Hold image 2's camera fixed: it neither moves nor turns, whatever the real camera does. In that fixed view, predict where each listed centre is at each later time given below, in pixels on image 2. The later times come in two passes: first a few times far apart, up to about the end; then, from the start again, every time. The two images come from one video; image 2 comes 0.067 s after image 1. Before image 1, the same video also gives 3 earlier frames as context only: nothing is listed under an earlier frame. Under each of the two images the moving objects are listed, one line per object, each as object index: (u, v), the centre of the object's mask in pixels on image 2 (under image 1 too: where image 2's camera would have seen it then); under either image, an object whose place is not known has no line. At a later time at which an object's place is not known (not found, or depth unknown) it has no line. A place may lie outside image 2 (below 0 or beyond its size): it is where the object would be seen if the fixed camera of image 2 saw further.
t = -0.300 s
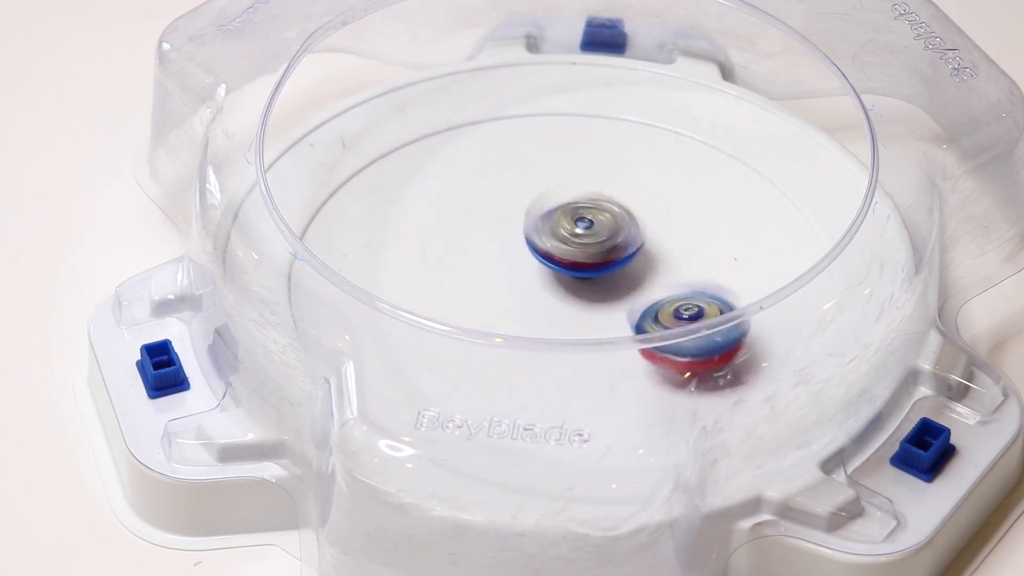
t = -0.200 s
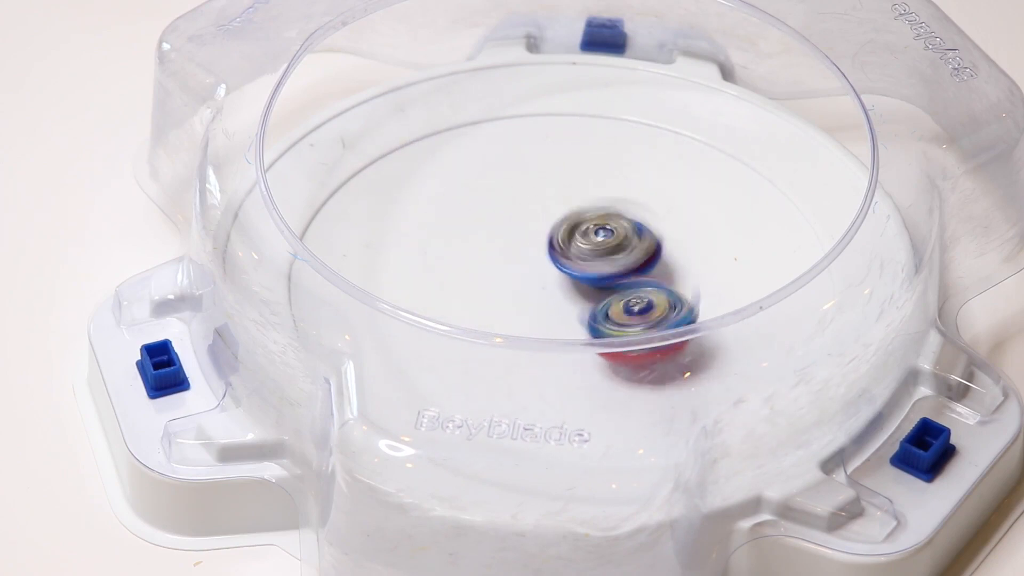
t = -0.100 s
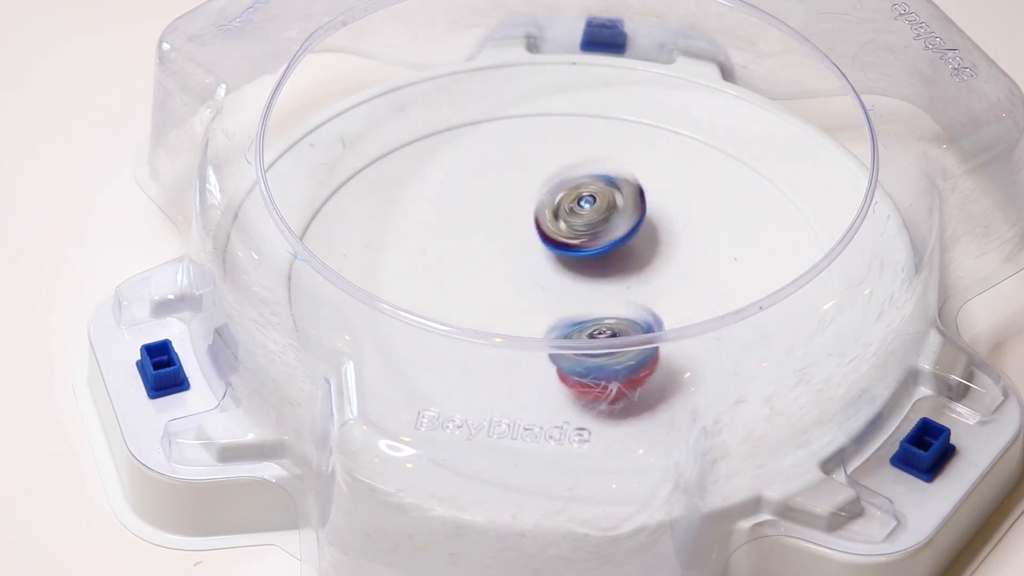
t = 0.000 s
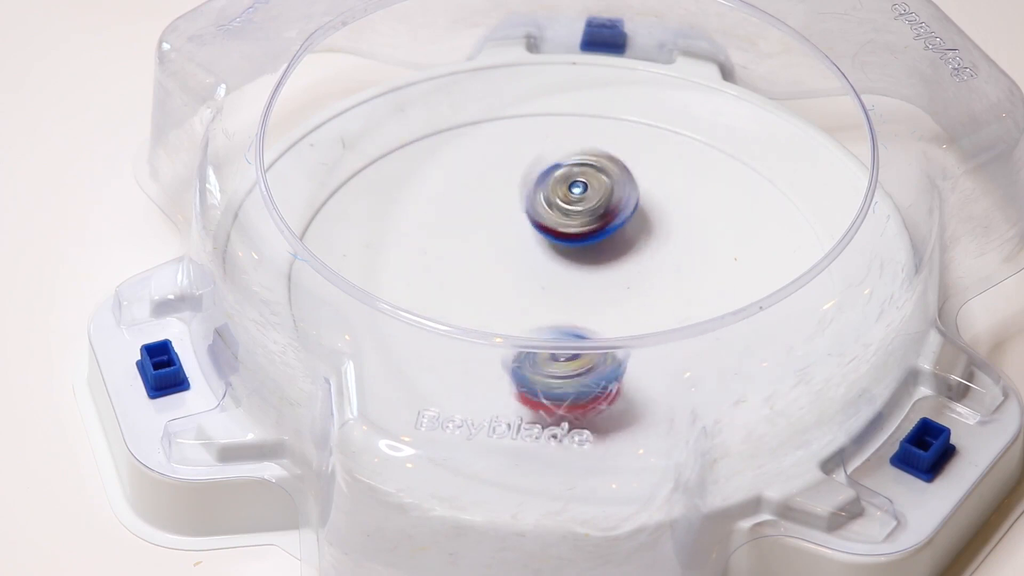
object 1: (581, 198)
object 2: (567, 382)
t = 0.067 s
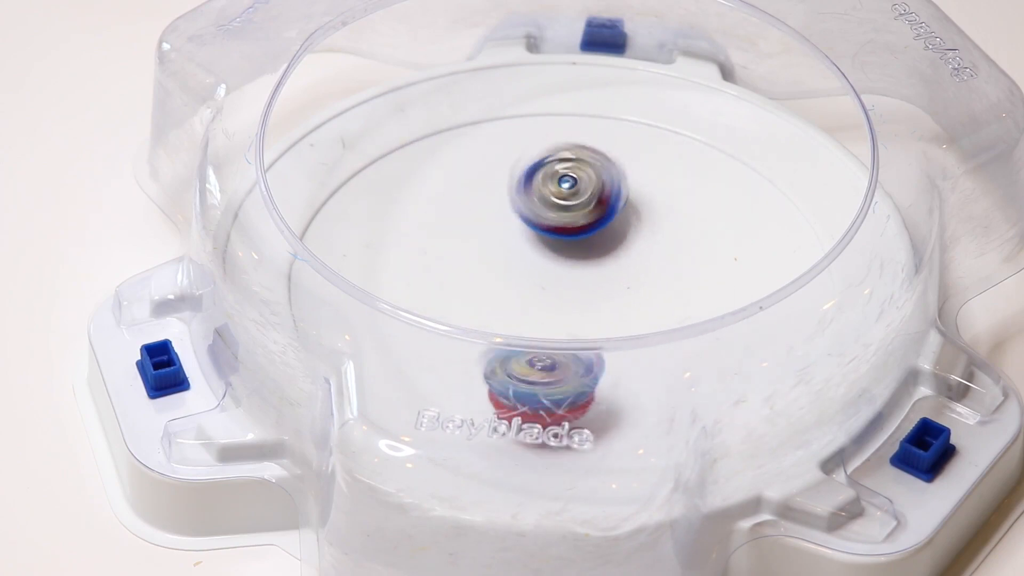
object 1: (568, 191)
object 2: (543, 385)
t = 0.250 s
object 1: (526, 204)
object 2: (504, 380)
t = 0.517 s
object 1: (530, 231)
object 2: (468, 302)
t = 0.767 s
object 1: (597, 247)
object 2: (474, 272)
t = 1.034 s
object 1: (643, 283)
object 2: (510, 215)
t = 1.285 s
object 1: (584, 302)
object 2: (545, 222)
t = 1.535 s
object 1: (520, 312)
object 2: (574, 221)
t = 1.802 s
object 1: (486, 290)
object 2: (609, 264)
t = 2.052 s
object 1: (502, 258)
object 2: (656, 275)
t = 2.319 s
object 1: (492, 232)
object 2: (688, 291)
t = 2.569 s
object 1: (488, 249)
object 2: (647, 300)
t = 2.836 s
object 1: (489, 257)
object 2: (615, 305)
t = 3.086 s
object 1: (503, 244)
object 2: (599, 305)
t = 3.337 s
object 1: (499, 237)
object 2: (574, 299)
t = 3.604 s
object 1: (486, 245)
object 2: (589, 313)
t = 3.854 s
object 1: (532, 252)
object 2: (600, 325)
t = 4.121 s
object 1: (532, 237)
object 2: (589, 336)
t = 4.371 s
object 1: (522, 241)
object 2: (608, 307)
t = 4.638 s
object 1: (544, 243)
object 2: (630, 292)
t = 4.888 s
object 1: (529, 232)
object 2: (606, 309)
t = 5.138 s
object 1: (499, 238)
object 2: (551, 303)
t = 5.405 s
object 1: (505, 236)
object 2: (548, 304)
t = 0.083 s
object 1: (563, 192)
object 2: (535, 385)
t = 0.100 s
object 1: (561, 191)
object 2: (529, 385)
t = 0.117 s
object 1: (557, 193)
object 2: (524, 386)
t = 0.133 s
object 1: (553, 191)
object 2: (521, 387)
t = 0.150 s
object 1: (549, 194)
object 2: (519, 386)
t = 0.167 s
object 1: (544, 194)
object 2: (519, 386)
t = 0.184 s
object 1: (542, 197)
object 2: (517, 384)
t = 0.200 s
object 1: (536, 198)
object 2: (513, 383)
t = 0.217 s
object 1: (532, 199)
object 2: (511, 382)
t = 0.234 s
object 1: (529, 203)
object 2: (506, 380)
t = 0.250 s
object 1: (526, 204)
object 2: (504, 380)
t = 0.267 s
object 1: (523, 209)
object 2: (504, 379)
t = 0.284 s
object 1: (521, 212)
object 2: (503, 378)
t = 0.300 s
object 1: (518, 216)
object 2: (501, 376)
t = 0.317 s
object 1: (517, 218)
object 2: (499, 361)
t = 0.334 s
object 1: (515, 223)
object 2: (497, 354)
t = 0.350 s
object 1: (514, 226)
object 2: (494, 348)
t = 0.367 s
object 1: (514, 232)
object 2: (489, 347)
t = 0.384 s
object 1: (512, 234)
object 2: (489, 332)
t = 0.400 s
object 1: (513, 239)
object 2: (488, 323)
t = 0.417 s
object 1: (512, 241)
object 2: (487, 321)
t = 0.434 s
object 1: (516, 239)
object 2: (485, 315)
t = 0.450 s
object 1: (518, 236)
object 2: (481, 314)
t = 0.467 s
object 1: (524, 235)
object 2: (475, 311)
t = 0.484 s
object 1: (525, 232)
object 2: (470, 313)
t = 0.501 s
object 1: (530, 231)
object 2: (467, 313)
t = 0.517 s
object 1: (530, 231)
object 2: (468, 302)
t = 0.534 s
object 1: (536, 231)
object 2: (467, 301)
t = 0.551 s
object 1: (538, 231)
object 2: (465, 298)
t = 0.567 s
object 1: (544, 233)
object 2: (462, 298)
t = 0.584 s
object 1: (547, 234)
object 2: (462, 295)
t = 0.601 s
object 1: (554, 236)
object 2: (460, 297)
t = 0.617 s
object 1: (557, 237)
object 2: (461, 295)
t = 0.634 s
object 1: (564, 238)
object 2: (463, 293)
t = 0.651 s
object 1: (566, 239)
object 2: (464, 292)
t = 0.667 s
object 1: (571, 239)
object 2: (464, 289)
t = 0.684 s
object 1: (576, 243)
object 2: (464, 287)
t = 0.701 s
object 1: (582, 244)
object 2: (466, 286)
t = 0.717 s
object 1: (584, 245)
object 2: (468, 283)
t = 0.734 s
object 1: (589, 244)
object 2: (470, 281)
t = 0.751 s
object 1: (593, 249)
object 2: (472, 276)
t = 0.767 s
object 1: (597, 247)
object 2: (474, 272)
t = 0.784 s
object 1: (602, 251)
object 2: (475, 269)
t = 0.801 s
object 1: (606, 250)
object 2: (478, 265)
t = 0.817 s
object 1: (610, 255)
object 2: (482, 262)
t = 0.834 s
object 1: (614, 252)
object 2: (486, 259)
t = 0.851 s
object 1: (618, 257)
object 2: (488, 254)
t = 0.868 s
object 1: (621, 257)
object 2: (491, 250)
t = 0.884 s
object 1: (626, 261)
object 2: (493, 246)
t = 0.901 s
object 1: (628, 260)
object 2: (496, 241)
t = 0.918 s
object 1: (631, 265)
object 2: (499, 237)
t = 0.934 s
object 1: (633, 265)
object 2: (501, 233)
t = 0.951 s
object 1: (636, 270)
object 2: (503, 229)
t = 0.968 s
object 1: (637, 268)
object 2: (503, 225)
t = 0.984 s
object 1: (639, 273)
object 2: (504, 222)
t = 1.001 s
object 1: (640, 275)
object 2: (507, 219)
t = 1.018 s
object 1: (641, 279)
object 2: (509, 216)
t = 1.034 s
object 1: (643, 283)
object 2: (510, 215)
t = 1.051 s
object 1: (639, 285)
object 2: (510, 214)
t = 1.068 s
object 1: (640, 289)
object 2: (511, 212)
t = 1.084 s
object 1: (636, 289)
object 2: (513, 211)
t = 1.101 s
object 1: (635, 293)
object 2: (515, 211)
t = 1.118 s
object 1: (629, 294)
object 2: (517, 209)
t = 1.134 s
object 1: (628, 298)
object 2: (520, 211)
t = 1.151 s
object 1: (622, 296)
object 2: (520, 210)
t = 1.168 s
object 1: (619, 299)
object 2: (524, 213)
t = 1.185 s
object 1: (613, 299)
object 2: (526, 212)
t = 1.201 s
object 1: (610, 302)
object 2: (528, 213)
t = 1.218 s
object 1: (603, 300)
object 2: (531, 215)
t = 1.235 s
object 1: (597, 300)
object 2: (534, 216)
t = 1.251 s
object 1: (593, 302)
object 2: (538, 218)
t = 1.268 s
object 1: (588, 300)
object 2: (542, 220)
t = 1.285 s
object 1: (584, 302)
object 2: (545, 222)
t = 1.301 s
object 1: (578, 300)
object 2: (547, 221)
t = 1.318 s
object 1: (575, 304)
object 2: (552, 222)
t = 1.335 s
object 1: (571, 303)
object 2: (554, 220)
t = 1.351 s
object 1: (568, 306)
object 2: (558, 221)
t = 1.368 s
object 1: (564, 303)
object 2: (560, 216)
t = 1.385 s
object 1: (560, 309)
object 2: (561, 217)
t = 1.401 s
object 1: (557, 305)
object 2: (564, 217)
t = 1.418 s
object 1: (552, 310)
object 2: (566, 217)
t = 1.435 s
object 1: (547, 311)
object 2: (567, 215)
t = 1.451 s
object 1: (544, 312)
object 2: (569, 216)
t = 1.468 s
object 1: (537, 312)
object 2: (570, 216)
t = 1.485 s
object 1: (536, 312)
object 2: (572, 218)
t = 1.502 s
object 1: (528, 312)
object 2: (573, 218)
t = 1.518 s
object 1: (528, 311)
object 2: (573, 217)
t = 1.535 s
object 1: (520, 312)
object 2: (574, 221)
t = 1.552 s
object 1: (520, 312)
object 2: (576, 223)
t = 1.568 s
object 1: (512, 311)
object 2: (578, 224)
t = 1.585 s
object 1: (514, 311)
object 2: (579, 226)
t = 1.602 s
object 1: (505, 309)
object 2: (579, 229)
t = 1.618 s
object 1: (506, 309)
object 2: (581, 232)
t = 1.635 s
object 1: (499, 307)
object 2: (583, 234)
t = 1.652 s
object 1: (500, 307)
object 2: (582, 235)
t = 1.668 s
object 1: (496, 304)
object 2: (583, 239)
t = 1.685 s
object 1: (496, 304)
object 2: (585, 244)
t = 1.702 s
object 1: (494, 300)
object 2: (588, 246)
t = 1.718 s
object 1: (494, 300)
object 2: (589, 249)
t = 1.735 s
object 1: (492, 296)
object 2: (590, 254)
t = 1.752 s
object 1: (492, 296)
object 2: (592, 259)
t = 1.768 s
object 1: (489, 292)
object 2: (600, 260)
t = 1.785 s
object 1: (485, 292)
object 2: (605, 261)
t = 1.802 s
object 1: (486, 290)
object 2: (609, 264)
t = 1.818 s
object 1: (481, 290)
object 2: (616, 266)
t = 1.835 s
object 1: (482, 286)
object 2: (622, 266)
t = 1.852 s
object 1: (478, 285)
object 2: (626, 266)
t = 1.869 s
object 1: (480, 282)
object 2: (631, 268)
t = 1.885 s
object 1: (477, 279)
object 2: (637, 270)
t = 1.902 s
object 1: (480, 278)
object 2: (641, 269)
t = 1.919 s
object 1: (479, 273)
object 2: (644, 270)
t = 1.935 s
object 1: (482, 272)
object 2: (648, 272)
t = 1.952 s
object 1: (483, 269)
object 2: (651, 271)
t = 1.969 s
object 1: (485, 268)
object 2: (651, 271)
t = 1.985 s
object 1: (488, 265)
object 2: (654, 273)
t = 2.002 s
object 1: (492, 264)
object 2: (656, 272)
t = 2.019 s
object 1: (496, 260)
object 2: (656, 274)
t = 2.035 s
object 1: (498, 261)
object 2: (656, 275)
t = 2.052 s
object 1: (502, 258)
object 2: (656, 275)
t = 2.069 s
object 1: (506, 258)
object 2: (655, 275)
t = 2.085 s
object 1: (510, 255)
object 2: (653, 276)
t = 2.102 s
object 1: (514, 256)
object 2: (652, 277)
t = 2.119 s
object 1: (518, 253)
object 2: (651, 277)
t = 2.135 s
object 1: (523, 253)
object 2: (646, 278)
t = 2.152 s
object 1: (527, 252)
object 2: (642, 278)
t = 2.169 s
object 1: (520, 248)
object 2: (652, 282)
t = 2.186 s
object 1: (513, 246)
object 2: (656, 282)
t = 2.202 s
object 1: (509, 241)
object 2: (660, 285)
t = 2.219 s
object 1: (502, 239)
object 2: (666, 286)
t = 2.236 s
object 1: (500, 237)
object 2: (669, 287)
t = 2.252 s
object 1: (496, 235)
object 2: (673, 288)
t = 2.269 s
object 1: (494, 234)
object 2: (678, 288)
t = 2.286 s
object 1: (493, 234)
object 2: (681, 289)
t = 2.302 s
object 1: (492, 234)
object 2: (685, 291)
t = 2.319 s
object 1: (492, 232)
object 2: (688, 291)
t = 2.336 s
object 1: (491, 232)
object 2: (689, 292)
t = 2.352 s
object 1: (491, 232)
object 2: (691, 292)
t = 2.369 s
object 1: (489, 231)
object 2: (692, 292)
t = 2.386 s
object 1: (487, 231)
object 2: (691, 294)
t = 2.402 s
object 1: (486, 231)
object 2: (691, 293)
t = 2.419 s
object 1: (482, 232)
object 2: (690, 293)
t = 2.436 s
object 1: (482, 233)
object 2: (687, 295)
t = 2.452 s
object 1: (482, 235)
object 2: (687, 294)
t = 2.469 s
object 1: (483, 237)
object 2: (681, 295)
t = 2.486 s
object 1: (483, 236)
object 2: (676, 297)
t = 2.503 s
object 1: (482, 240)
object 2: (673, 297)
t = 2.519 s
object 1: (484, 241)
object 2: (666, 296)
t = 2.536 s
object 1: (485, 245)
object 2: (661, 298)
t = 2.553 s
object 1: (488, 249)
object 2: (655, 299)
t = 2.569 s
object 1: (488, 249)
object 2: (647, 300)
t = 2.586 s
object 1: (490, 253)
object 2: (642, 299)
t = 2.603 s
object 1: (492, 254)
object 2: (633, 300)
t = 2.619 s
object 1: (494, 257)
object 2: (624, 301)
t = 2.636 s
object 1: (497, 259)
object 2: (618, 302)
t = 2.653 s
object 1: (500, 262)
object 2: (611, 302)
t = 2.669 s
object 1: (502, 264)
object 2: (605, 302)
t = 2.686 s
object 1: (498, 262)
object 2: (609, 299)
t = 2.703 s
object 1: (490, 261)
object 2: (609, 301)
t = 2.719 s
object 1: (488, 260)
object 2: (611, 303)
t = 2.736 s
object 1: (487, 258)
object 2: (612, 303)
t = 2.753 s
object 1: (483, 258)
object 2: (614, 303)
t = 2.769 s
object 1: (483, 258)
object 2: (614, 303)
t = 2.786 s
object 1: (485, 257)
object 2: (614, 305)
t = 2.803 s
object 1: (485, 259)
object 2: (616, 305)
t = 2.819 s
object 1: (489, 259)
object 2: (614, 305)
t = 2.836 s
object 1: (489, 257)
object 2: (615, 305)
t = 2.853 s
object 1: (491, 259)
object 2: (614, 306)
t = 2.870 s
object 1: (495, 259)
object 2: (614, 306)
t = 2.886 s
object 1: (497, 257)
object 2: (612, 306)
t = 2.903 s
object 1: (499, 258)
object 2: (609, 307)
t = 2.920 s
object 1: (503, 258)
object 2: (610, 306)
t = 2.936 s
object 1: (505, 258)
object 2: (606, 305)
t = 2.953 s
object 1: (505, 259)
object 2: (605, 305)
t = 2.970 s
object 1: (508, 258)
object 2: (601, 306)
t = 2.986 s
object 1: (511, 257)
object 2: (600, 305)
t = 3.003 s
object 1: (510, 255)
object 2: (597, 304)
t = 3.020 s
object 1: (510, 253)
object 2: (600, 303)
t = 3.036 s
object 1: (508, 252)
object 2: (598, 304)
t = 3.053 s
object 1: (505, 251)
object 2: (599, 305)
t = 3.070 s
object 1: (504, 248)
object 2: (600, 306)
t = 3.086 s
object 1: (503, 244)
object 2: (599, 305)
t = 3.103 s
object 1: (501, 243)
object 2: (598, 305)
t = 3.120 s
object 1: (501, 243)
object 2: (596, 305)
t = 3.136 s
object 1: (500, 241)
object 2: (596, 306)
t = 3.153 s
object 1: (498, 241)
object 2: (595, 306)
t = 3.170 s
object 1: (498, 240)
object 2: (594, 304)
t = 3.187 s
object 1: (498, 241)
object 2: (590, 303)
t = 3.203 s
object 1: (498, 241)
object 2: (590, 304)
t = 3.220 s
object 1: (499, 241)
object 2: (587, 304)
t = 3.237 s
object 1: (499, 241)
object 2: (586, 302)
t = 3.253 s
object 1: (499, 240)
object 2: (582, 302)
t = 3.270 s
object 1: (500, 241)
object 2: (582, 302)
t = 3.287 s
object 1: (500, 239)
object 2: (578, 300)
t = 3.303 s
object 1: (499, 240)
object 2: (580, 302)
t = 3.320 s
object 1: (500, 239)
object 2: (575, 299)
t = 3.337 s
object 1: (499, 237)
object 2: (574, 299)
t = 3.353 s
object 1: (496, 237)
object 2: (571, 300)
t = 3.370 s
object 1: (495, 236)
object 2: (572, 301)
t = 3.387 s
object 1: (493, 234)
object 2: (576, 301)
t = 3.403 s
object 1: (488, 232)
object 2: (579, 301)
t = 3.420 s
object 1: (484, 233)
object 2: (580, 303)
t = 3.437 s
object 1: (481, 232)
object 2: (581, 304)
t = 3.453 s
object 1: (480, 233)
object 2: (584, 305)
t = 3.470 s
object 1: (480, 233)
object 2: (584, 307)
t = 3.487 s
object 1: (479, 235)
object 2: (587, 308)
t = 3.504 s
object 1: (479, 237)
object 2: (587, 309)
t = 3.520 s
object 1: (479, 237)
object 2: (590, 308)
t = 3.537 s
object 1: (479, 237)
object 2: (589, 308)
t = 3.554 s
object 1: (481, 239)
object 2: (588, 309)
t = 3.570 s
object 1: (483, 240)
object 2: (588, 310)
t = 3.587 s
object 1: (483, 242)
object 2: (589, 312)
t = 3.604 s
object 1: (486, 245)
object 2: (589, 313)
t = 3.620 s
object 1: (488, 250)
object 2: (588, 312)
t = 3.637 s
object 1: (491, 251)
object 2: (590, 311)
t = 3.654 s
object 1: (491, 253)
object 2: (587, 310)
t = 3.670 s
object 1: (494, 256)
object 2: (586, 309)
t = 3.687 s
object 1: (498, 258)
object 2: (585, 310)
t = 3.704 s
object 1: (502, 261)
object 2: (585, 312)
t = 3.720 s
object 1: (503, 262)
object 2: (586, 310)
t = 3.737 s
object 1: (506, 262)
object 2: (588, 309)
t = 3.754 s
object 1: (512, 260)
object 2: (589, 308)
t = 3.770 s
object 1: (519, 258)
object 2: (588, 309)
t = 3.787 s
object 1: (522, 257)
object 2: (591, 311)
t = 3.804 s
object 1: (526, 258)
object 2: (589, 311)
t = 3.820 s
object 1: (531, 256)
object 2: (592, 313)
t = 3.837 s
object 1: (531, 253)
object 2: (597, 322)
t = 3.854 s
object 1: (532, 252)
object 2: (600, 325)
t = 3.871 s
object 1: (531, 250)
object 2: (601, 330)
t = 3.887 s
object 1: (532, 244)
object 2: (602, 334)
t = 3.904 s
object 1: (535, 239)
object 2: (599, 336)
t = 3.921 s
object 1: (536, 236)
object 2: (601, 338)
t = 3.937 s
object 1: (535, 235)
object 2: (603, 338)
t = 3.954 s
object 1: (535, 232)
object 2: (604, 338)
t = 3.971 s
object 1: (537, 230)
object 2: (604, 339)
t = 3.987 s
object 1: (536, 228)
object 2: (604, 339)
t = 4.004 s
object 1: (536, 226)
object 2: (604, 339)
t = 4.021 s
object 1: (535, 229)
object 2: (603, 338)
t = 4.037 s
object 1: (534, 230)
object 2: (600, 339)
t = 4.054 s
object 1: (534, 232)
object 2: (598, 339)
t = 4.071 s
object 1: (533, 233)
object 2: (594, 339)
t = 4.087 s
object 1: (531, 234)
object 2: (591, 339)
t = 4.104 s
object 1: (531, 235)
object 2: (590, 338)
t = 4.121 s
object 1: (532, 237)
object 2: (589, 336)
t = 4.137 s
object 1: (534, 239)
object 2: (588, 332)
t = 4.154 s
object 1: (531, 244)
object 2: (587, 330)
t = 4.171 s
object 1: (532, 246)
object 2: (587, 325)
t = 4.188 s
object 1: (533, 251)
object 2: (583, 312)
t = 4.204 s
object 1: (533, 251)
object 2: (582, 311)
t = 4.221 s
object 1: (531, 251)
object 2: (581, 310)
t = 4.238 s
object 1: (530, 256)
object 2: (585, 308)
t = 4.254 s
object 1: (530, 255)
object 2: (594, 316)
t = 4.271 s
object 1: (529, 253)
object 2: (598, 319)
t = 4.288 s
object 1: (529, 249)
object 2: (599, 319)
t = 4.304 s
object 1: (527, 246)
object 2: (599, 318)
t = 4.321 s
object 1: (524, 241)
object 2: (599, 316)
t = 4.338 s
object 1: (521, 240)
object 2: (602, 307)
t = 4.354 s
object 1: (521, 240)
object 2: (606, 307)
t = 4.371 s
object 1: (522, 241)
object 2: (608, 307)
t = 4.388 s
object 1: (524, 240)
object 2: (612, 308)
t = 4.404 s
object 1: (525, 239)
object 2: (615, 308)
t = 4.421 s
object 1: (527, 239)
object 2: (618, 308)
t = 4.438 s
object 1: (529, 240)
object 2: (622, 308)
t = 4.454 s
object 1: (529, 241)
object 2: (623, 306)
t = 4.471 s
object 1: (527, 242)
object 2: (623, 301)
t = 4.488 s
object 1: (528, 244)
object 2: (626, 300)
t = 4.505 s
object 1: (529, 246)
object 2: (629, 298)
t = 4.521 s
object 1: (531, 248)
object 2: (627, 297)
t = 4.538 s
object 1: (534, 250)
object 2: (624, 296)
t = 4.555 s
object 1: (538, 250)
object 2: (623, 294)
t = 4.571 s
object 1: (541, 249)
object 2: (623, 293)
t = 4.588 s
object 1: (543, 248)
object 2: (622, 292)
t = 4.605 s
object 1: (543, 247)
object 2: (622, 292)
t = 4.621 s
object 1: (544, 245)
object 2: (626, 292)
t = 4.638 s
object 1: (544, 243)
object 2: (630, 292)
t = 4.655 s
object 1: (541, 240)
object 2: (632, 292)
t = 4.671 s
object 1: (539, 236)
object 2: (634, 292)
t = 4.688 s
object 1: (537, 234)
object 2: (634, 292)
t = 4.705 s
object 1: (536, 232)
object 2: (635, 293)
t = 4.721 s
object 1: (534, 230)
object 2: (632, 294)
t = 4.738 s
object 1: (532, 229)
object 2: (629, 296)
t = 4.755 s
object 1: (532, 229)
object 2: (626, 298)
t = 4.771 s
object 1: (532, 229)
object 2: (625, 299)
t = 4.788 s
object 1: (532, 230)
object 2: (625, 301)
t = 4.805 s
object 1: (532, 229)
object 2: (622, 304)
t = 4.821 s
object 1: (531, 229)
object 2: (618, 306)
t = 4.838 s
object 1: (531, 230)
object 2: (614, 307)
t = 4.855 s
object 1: (530, 230)
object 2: (608, 299)
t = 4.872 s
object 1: (530, 230)
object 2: (607, 298)
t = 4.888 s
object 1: (529, 232)
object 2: (606, 309)
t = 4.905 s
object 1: (528, 233)
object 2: (602, 310)
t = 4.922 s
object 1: (527, 234)
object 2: (600, 309)
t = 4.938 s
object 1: (526, 235)
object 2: (596, 308)
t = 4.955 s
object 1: (523, 235)
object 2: (597, 296)
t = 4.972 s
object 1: (521, 235)
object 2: (588, 307)
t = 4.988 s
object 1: (518, 236)
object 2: (583, 306)
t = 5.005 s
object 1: (516, 237)
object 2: (578, 305)
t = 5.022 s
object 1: (514, 239)
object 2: (573, 305)
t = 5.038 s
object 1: (512, 238)
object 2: (568, 304)
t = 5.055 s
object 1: (509, 238)
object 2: (565, 299)
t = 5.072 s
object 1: (506, 237)
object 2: (561, 303)
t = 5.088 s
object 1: (504, 238)
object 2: (558, 303)
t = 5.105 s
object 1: (502, 238)
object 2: (555, 303)
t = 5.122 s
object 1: (501, 238)
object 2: (553, 303)
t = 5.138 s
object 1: (499, 238)
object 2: (551, 303)
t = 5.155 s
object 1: (499, 238)
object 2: (548, 303)
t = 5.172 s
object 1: (498, 238)
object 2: (545, 303)
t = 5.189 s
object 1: (498, 238)
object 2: (543, 303)
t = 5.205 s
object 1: (498, 238)
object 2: (541, 303)
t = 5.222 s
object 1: (499, 237)
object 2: (540, 303)
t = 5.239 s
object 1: (500, 237)
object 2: (538, 303)
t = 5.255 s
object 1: (501, 237)
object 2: (538, 303)
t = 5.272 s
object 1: (502, 236)
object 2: (537, 303)
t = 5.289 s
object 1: (504, 236)
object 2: (538, 304)
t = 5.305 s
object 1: (505, 236)
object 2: (539, 304)
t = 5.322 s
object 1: (506, 235)
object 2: (541, 304)
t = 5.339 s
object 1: (506, 235)
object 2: (542, 304)
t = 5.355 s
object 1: (507, 235)
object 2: (544, 304)
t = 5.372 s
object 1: (506, 235)
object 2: (545, 304)
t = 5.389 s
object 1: (506, 236)
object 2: (546, 304)
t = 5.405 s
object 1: (505, 236)
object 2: (548, 304)
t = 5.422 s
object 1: (504, 236)
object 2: (549, 304)
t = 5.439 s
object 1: (503, 236)
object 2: (550, 303)
